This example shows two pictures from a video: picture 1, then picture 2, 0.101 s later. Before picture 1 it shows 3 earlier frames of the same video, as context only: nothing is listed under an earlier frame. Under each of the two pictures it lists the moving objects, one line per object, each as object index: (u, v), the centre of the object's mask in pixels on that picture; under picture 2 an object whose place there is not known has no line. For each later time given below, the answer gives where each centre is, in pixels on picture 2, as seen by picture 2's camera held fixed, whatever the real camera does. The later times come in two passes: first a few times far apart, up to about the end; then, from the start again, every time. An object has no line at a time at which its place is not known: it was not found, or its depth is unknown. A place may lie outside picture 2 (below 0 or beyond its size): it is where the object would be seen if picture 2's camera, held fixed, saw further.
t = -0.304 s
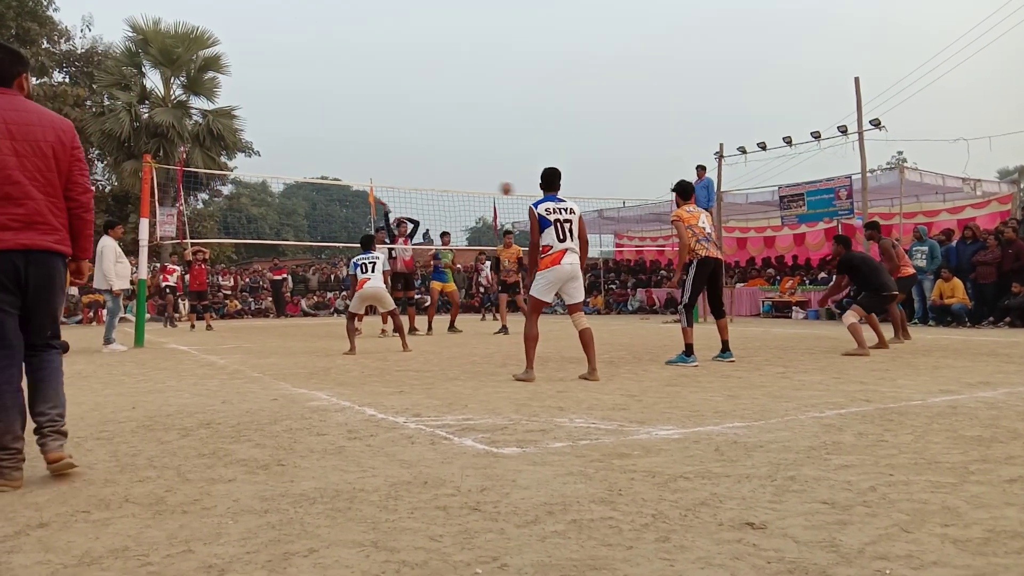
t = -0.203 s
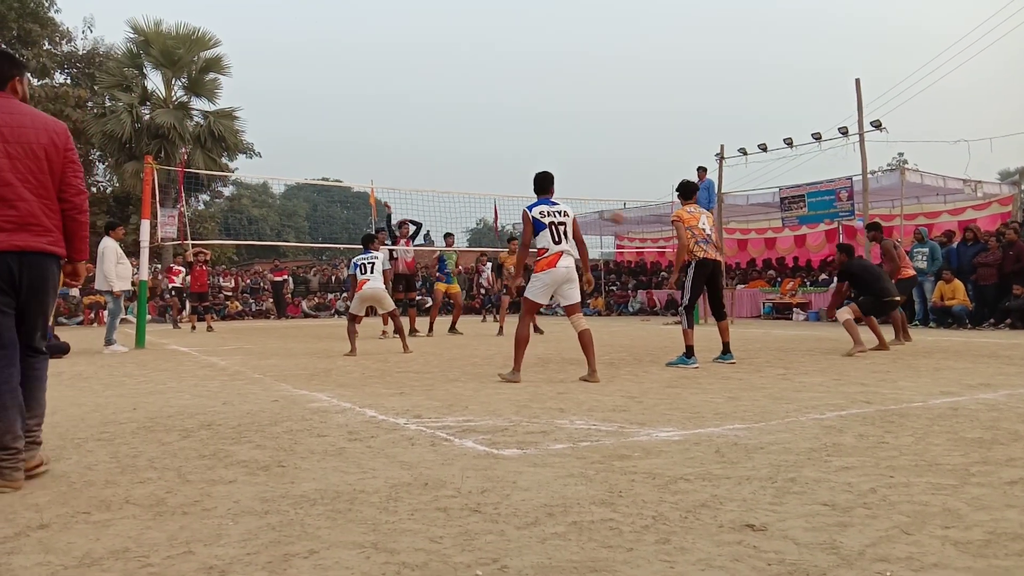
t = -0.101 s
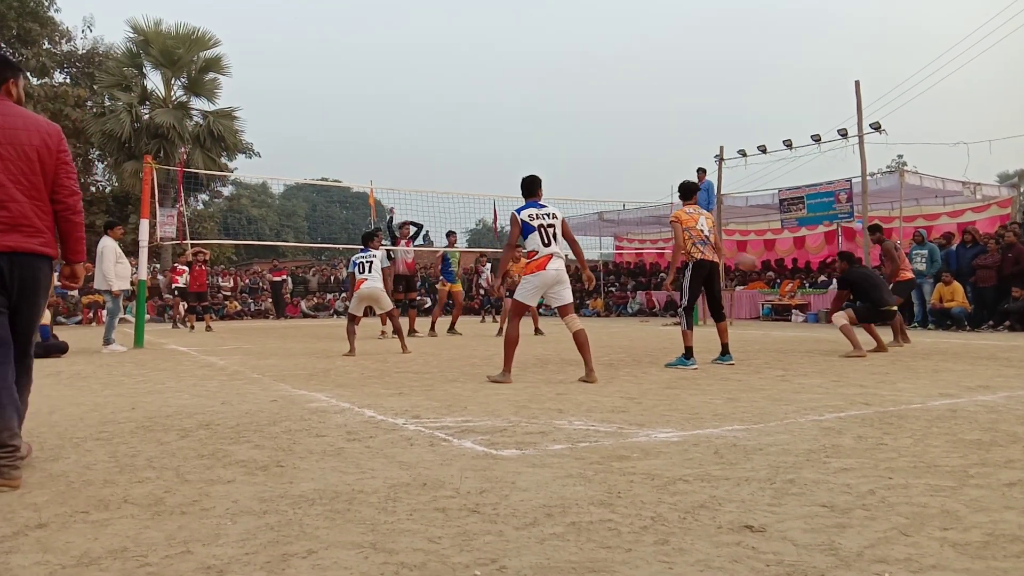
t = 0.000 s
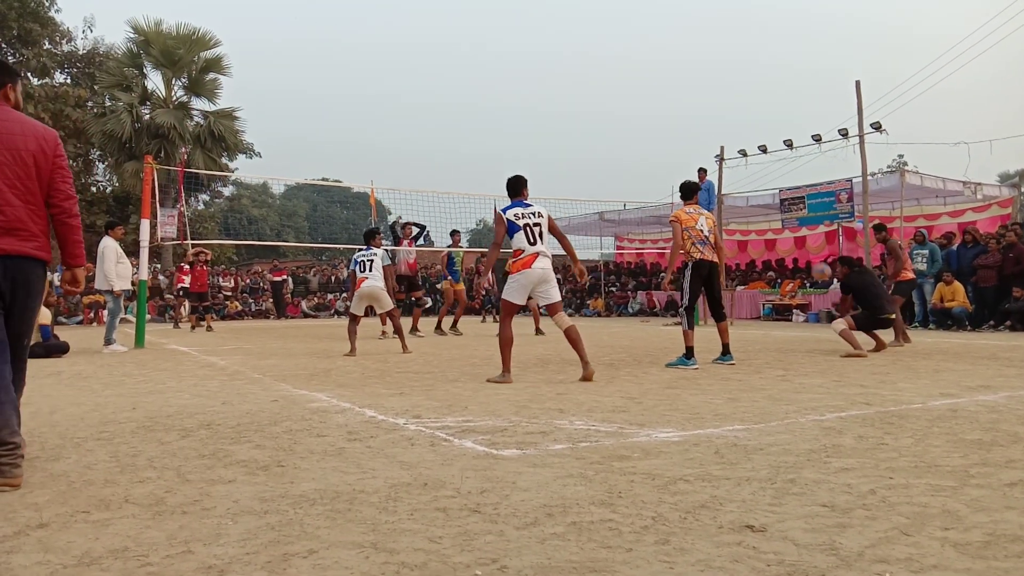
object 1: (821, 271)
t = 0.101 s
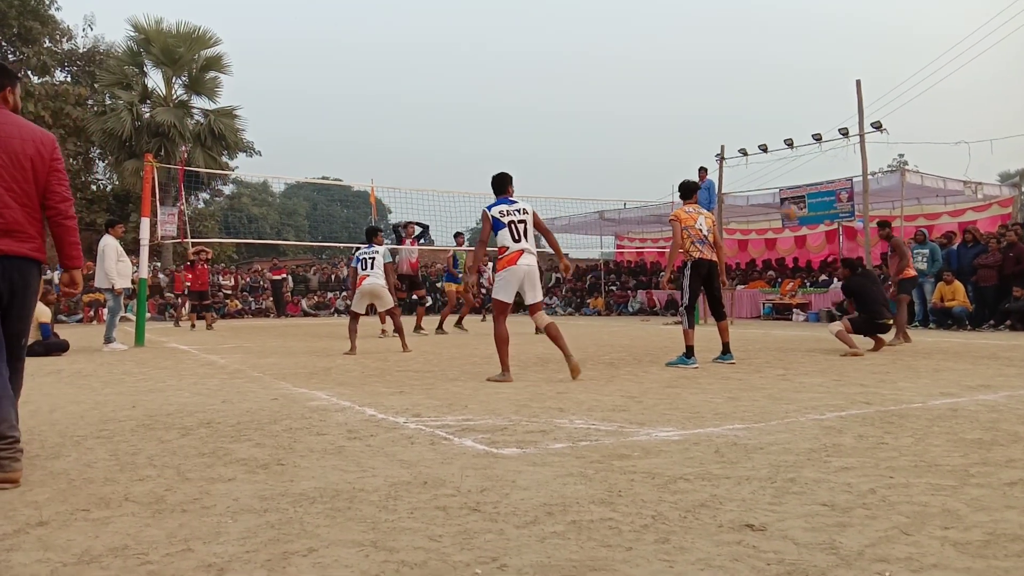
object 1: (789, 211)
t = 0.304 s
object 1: (732, 126)
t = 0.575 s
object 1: (667, 66)
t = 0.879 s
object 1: (606, 62)
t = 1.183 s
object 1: (553, 115)
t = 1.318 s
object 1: (531, 154)
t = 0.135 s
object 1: (778, 196)
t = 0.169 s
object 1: (769, 179)
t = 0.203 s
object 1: (759, 164)
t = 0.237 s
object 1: (749, 150)
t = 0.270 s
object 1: (740, 137)
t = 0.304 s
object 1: (732, 126)
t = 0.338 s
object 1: (723, 115)
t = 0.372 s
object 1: (714, 105)
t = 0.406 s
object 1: (706, 96)
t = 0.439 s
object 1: (698, 89)
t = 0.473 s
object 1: (690, 82)
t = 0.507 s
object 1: (682, 75)
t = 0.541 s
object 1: (674, 70)
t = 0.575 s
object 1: (667, 66)
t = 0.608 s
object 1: (660, 63)
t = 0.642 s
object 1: (653, 60)
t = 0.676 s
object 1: (646, 58)
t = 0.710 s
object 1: (639, 57)
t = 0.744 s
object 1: (632, 56)
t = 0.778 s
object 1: (625, 57)
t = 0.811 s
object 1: (619, 58)
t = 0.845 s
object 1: (613, 59)
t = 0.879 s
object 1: (606, 62)
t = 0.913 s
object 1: (600, 66)
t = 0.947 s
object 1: (594, 69)
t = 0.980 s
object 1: (588, 74)
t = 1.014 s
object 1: (582, 79)
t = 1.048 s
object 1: (576, 85)
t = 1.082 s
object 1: (570, 92)
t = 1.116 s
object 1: (564, 99)
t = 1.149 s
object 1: (559, 107)
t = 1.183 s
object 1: (553, 115)
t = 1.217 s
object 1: (548, 124)
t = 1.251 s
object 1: (542, 133)
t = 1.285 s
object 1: (537, 144)
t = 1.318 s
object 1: (531, 154)
